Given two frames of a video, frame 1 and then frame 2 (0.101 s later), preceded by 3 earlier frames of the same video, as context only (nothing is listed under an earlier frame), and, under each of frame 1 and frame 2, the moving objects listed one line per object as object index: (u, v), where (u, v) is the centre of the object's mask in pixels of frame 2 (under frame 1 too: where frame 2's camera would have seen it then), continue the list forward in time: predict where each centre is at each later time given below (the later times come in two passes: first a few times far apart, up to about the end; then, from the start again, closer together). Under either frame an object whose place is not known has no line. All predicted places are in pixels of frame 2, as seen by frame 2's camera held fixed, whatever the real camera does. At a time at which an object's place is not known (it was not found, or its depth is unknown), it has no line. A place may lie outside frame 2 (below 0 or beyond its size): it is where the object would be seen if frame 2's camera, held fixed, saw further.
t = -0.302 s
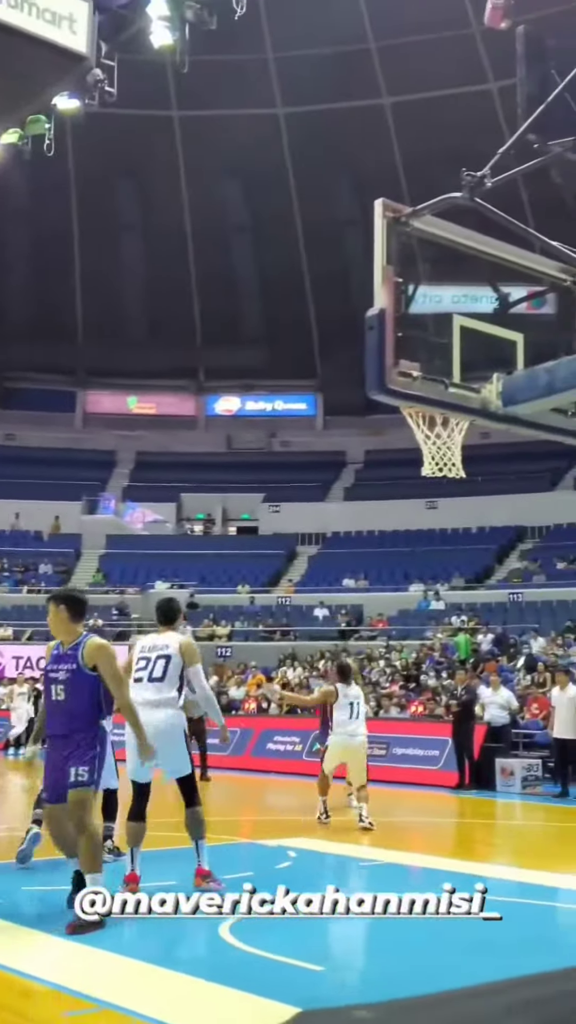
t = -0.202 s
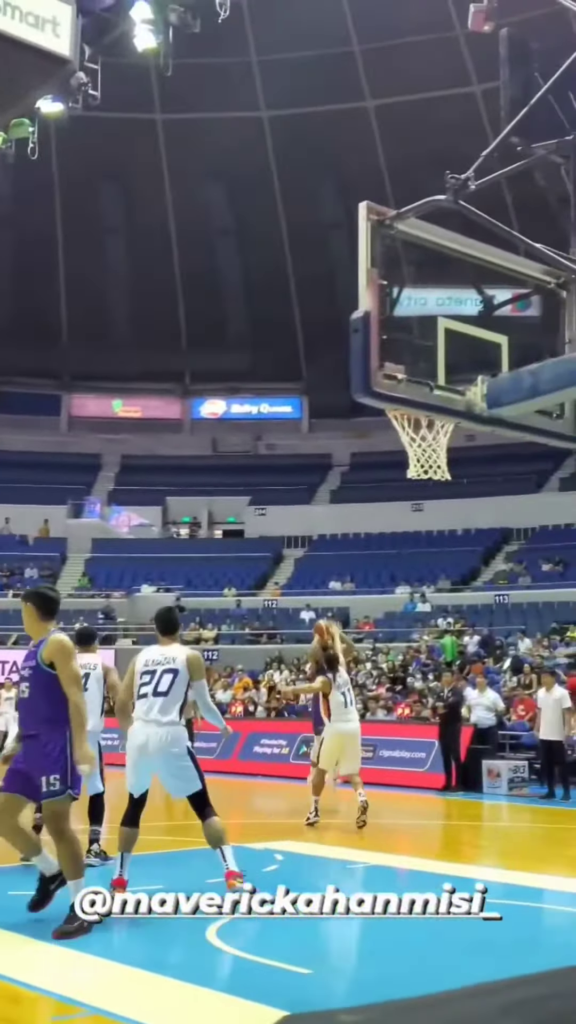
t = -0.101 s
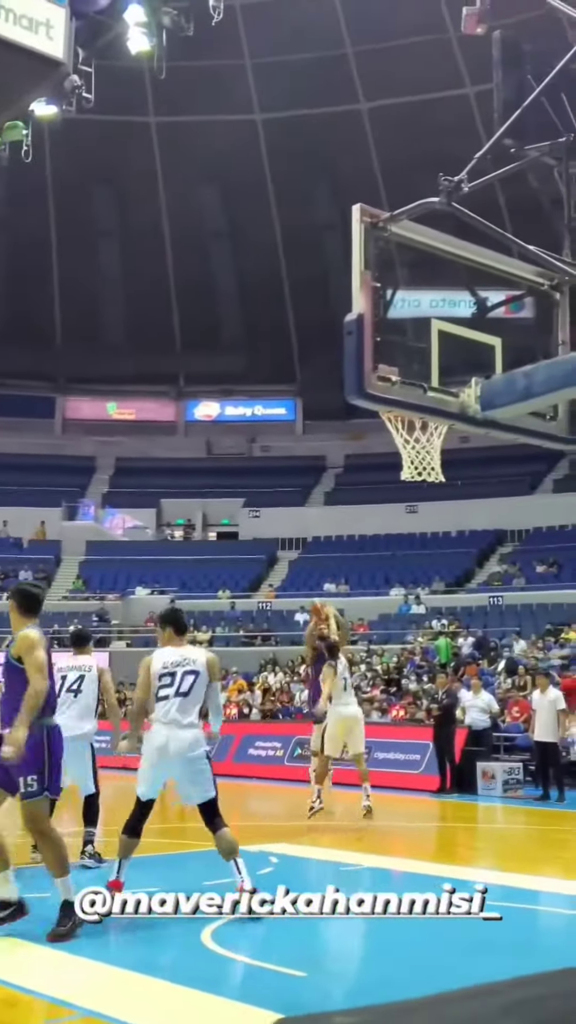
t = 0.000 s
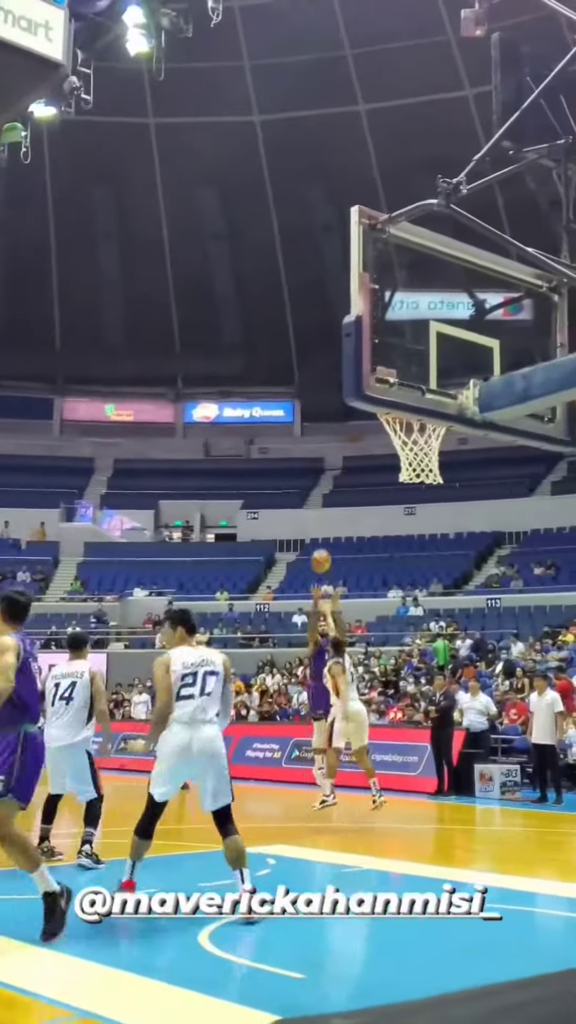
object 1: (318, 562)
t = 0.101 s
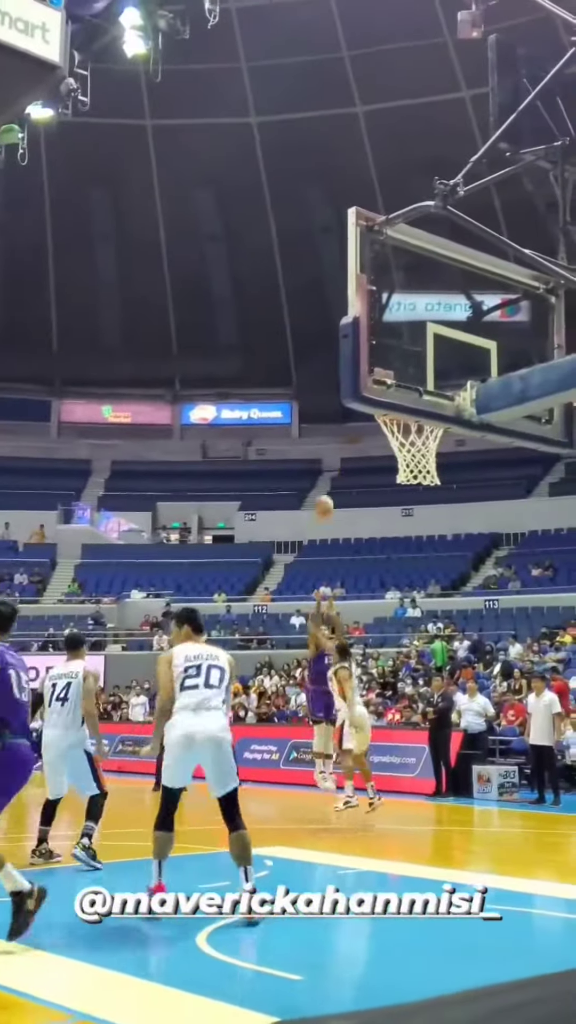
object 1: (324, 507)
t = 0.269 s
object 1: (331, 425)
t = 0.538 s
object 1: (338, 326)
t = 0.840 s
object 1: (372, 276)
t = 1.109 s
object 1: (387, 325)
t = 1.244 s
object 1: (406, 379)
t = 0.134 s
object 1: (325, 490)
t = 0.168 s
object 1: (326, 473)
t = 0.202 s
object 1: (329, 458)
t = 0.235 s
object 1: (330, 440)
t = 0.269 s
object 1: (331, 425)
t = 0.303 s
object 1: (333, 411)
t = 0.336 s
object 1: (334, 397)
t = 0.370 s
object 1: (334, 383)
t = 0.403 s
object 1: (335, 371)
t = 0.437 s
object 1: (336, 359)
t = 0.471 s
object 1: (336, 348)
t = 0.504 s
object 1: (337, 338)
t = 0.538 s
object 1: (338, 326)
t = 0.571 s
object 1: (342, 314)
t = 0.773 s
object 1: (373, 282)
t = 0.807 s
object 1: (375, 280)
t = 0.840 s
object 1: (372, 276)
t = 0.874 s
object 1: (373, 276)
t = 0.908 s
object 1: (376, 280)
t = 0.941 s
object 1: (378, 283)
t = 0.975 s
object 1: (381, 288)
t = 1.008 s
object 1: (382, 294)
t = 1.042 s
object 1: (381, 300)
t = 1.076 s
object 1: (382, 312)
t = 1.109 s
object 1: (387, 325)
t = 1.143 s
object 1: (391, 337)
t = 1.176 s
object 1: (394, 353)
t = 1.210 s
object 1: (399, 367)
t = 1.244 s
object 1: (406, 379)
